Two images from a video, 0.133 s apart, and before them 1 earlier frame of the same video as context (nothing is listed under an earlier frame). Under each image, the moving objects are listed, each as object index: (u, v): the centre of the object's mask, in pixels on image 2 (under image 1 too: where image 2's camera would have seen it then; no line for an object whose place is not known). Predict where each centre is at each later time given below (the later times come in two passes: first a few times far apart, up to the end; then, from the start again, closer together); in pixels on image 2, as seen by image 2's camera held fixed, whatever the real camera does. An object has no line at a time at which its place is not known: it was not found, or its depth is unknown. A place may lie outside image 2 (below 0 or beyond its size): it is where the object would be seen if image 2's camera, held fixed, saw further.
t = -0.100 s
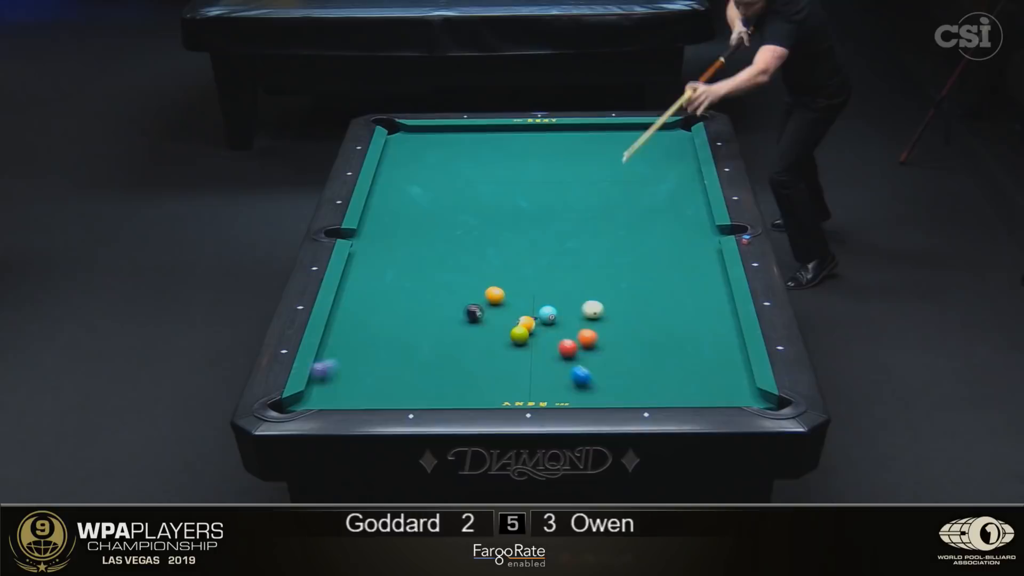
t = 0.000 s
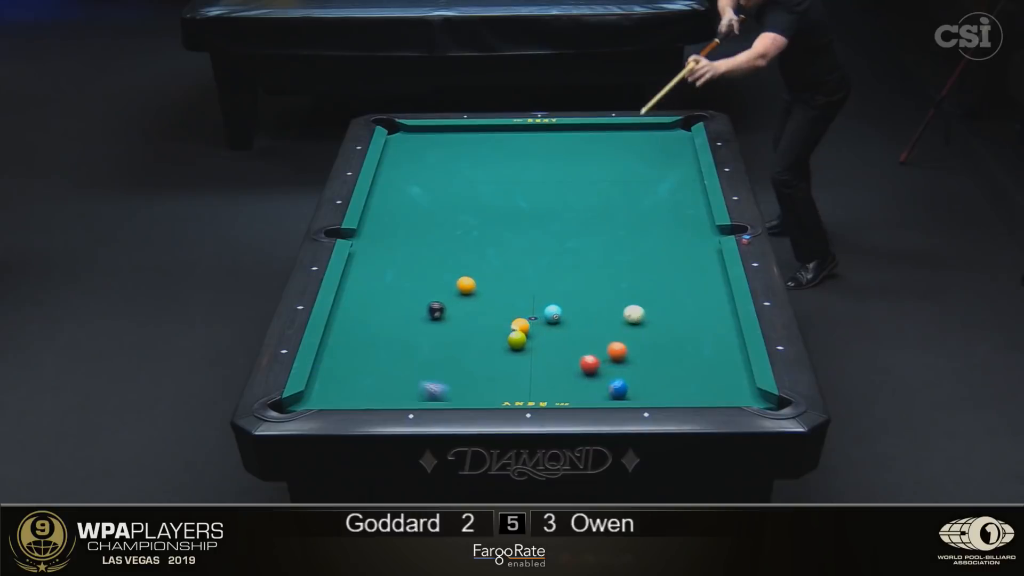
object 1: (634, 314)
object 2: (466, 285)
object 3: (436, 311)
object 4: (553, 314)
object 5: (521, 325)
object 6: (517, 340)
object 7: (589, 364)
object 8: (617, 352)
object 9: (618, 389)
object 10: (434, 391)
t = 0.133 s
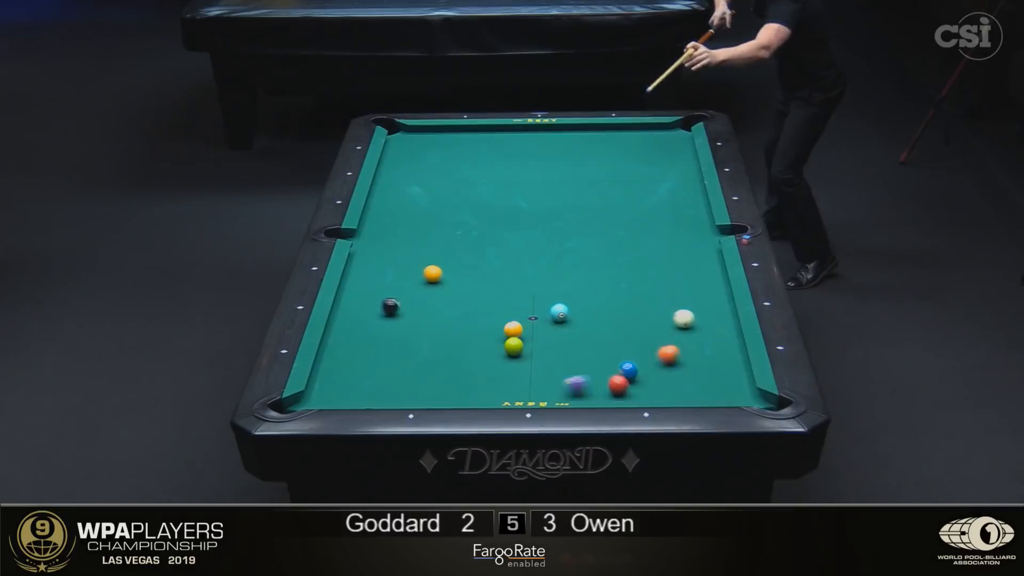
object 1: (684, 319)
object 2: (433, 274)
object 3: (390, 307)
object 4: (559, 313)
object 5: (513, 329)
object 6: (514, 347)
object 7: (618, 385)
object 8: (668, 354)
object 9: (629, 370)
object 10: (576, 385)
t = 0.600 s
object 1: (717, 276)
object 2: (381, 240)
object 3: (409, 285)
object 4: (579, 310)
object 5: (491, 340)
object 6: (503, 369)
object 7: (676, 369)
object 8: (637, 346)
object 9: (703, 316)
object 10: (722, 349)
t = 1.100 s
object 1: (681, 217)
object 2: (448, 216)
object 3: (497, 259)
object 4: (593, 307)
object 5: (471, 348)
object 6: (491, 391)
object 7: (720, 333)
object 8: (506, 364)
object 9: (719, 289)
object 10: (627, 289)
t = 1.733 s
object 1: (645, 159)
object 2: (519, 190)
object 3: (593, 231)
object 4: (604, 305)
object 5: (452, 357)
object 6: (482, 391)
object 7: (701, 300)
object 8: (341, 387)
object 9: (704, 263)
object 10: (535, 228)
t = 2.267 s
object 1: (624, 131)
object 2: (570, 171)
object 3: (662, 210)
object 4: (606, 305)
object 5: (442, 361)
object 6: (477, 382)
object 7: (674, 279)
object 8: (360, 396)
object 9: (690, 245)
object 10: (474, 187)
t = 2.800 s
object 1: (619, 150)
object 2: (609, 158)
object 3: (687, 195)
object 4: (606, 305)
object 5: (438, 363)
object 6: (474, 377)
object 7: (653, 261)
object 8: (405, 391)
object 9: (679, 231)
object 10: (423, 153)
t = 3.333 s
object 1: (642, 147)
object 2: (615, 170)
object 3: (656, 186)
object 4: (606, 305)
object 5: (438, 363)
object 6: (474, 375)
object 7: (635, 246)
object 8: (441, 385)
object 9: (670, 219)
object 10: (399, 128)
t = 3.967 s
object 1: (662, 144)
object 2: (613, 180)
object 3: (635, 178)
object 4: (606, 305)
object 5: (437, 363)
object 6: (481, 373)
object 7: (619, 233)
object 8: (463, 383)
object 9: (662, 208)
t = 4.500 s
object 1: (674, 143)
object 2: (598, 185)
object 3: (638, 175)
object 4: (606, 305)
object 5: (438, 363)
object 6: (487, 370)
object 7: (607, 224)
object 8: (467, 383)
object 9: (658, 203)
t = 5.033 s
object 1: (680, 142)
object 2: (587, 188)
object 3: (639, 175)
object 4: (606, 305)
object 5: (438, 363)
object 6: (489, 370)
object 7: (598, 218)
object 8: (467, 383)
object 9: (656, 199)
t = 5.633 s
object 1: (682, 142)
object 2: (580, 191)
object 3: (639, 175)
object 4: (606, 305)
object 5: (438, 363)
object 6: (489, 370)
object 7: (592, 213)
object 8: (467, 383)
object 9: (653, 197)
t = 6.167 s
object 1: (682, 142)
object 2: (579, 191)
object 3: (639, 175)
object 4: (606, 305)
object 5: (438, 363)
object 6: (489, 370)
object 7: (589, 212)
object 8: (467, 383)
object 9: (654, 197)
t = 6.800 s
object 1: (682, 142)
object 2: (579, 192)
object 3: (639, 175)
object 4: (606, 305)
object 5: (438, 363)
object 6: (489, 370)
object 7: (589, 211)
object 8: (467, 383)
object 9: (654, 197)
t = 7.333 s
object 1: (682, 142)
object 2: (578, 192)
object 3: (639, 175)
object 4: (606, 305)
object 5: (438, 363)
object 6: (489, 370)
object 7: (589, 211)
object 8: (467, 383)
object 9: (653, 197)
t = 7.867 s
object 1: (681, 142)
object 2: (578, 192)
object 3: (639, 175)
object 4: (606, 305)
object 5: (438, 363)
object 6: (489, 370)
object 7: (589, 211)
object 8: (467, 383)
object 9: (653, 197)
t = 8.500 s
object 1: (681, 142)
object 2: (578, 192)
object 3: (639, 175)
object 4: (606, 305)
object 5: (438, 363)
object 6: (489, 370)
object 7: (589, 211)
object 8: (467, 383)
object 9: (653, 197)
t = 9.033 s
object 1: (682, 142)
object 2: (578, 192)
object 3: (639, 175)
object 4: (606, 305)
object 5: (438, 363)
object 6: (489, 370)
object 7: (589, 211)
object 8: (467, 383)
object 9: (653, 197)
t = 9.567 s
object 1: (681, 142)
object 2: (578, 192)
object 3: (639, 175)
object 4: (606, 305)
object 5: (438, 363)
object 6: (489, 370)
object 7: (589, 211)
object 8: (467, 383)
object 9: (653, 197)
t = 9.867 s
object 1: (682, 142)
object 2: (579, 192)
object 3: (639, 175)
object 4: (606, 305)
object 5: (438, 363)
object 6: (489, 370)
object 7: (589, 211)
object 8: (467, 383)
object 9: (653, 197)
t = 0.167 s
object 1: (696, 320)
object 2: (424, 271)
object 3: (379, 306)
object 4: (561, 312)
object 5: (511, 330)
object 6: (513, 348)
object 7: (625, 390)
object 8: (686, 350)
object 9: (625, 371)
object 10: (607, 380)
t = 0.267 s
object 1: (730, 322)
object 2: (401, 263)
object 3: (346, 304)
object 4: (566, 312)
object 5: (506, 333)
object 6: (510, 353)
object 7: (643, 394)
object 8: (734, 342)
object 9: (665, 348)
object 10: (647, 382)
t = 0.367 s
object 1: (708, 318)
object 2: (378, 255)
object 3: (363, 298)
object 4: (570, 311)
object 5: (501, 335)
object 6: (508, 358)
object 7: (653, 388)
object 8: (701, 337)
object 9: (697, 325)
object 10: (680, 374)
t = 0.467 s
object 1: (715, 298)
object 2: (359, 247)
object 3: (383, 292)
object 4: (574, 310)
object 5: (497, 337)
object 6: (506, 363)
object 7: (663, 379)
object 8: (673, 341)
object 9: (699, 324)
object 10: (715, 364)
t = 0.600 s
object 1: (717, 276)
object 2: (381, 240)
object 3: (409, 285)
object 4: (579, 310)
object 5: (491, 340)
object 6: (503, 369)
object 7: (676, 369)
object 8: (637, 346)
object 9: (703, 316)
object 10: (722, 349)
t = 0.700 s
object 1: (709, 263)
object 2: (396, 235)
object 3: (428, 279)
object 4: (582, 309)
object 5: (487, 342)
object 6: (501, 374)
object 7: (685, 361)
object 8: (611, 349)
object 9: (707, 310)
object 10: (698, 335)
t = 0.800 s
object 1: (701, 251)
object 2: (409, 230)
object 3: (446, 274)
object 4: (585, 308)
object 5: (482, 344)
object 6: (498, 378)
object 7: (694, 354)
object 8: (585, 353)
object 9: (710, 305)
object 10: (679, 323)
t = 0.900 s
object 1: (694, 239)
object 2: (422, 225)
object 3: (463, 269)
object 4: (588, 308)
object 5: (478, 345)
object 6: (496, 383)
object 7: (703, 347)
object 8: (558, 357)
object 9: (713, 299)
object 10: (661, 311)
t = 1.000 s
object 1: (687, 228)
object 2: (435, 221)
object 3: (480, 264)
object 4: (591, 307)
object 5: (475, 347)
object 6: (494, 387)
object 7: (712, 340)
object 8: (532, 360)
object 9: (716, 294)
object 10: (643, 299)
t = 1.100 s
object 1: (681, 217)
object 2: (448, 216)
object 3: (497, 259)
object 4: (593, 307)
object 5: (471, 348)
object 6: (491, 391)
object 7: (720, 333)
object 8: (506, 364)
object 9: (719, 289)
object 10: (627, 289)
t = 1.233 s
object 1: (672, 203)
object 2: (464, 210)
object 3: (519, 253)
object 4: (596, 307)
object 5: (467, 350)
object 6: (488, 394)
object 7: (730, 324)
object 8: (470, 369)
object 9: (720, 283)
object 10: (606, 274)
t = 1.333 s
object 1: (666, 194)
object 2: (475, 206)
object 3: (534, 248)
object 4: (599, 306)
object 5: (463, 352)
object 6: (486, 396)
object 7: (725, 319)
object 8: (444, 373)
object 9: (717, 279)
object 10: (591, 264)
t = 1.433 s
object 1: (661, 184)
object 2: (487, 201)
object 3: (550, 243)
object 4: (600, 306)
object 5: (461, 353)
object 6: (485, 395)
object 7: (719, 314)
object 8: (418, 376)
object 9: (713, 275)
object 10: (576, 255)
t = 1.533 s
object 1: (655, 176)
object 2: (498, 197)
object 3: (565, 235)
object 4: (602, 305)
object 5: (458, 354)
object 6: (484, 393)
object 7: (712, 310)
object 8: (392, 380)
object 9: (710, 270)
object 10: (563, 246)
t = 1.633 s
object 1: (650, 167)
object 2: (509, 193)
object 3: (579, 235)
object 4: (603, 305)
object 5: (455, 355)
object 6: (483, 392)
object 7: (707, 305)
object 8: (366, 383)
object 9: (707, 267)
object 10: (549, 237)
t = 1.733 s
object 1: (645, 159)
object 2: (519, 190)
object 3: (593, 231)
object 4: (604, 305)
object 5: (452, 357)
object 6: (482, 391)
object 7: (701, 300)
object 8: (341, 387)
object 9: (704, 263)
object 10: (535, 228)
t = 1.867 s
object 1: (639, 148)
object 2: (532, 185)
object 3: (611, 225)
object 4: (605, 305)
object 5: (449, 358)
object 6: (480, 388)
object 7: (694, 295)
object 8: (317, 392)
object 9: (700, 258)
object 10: (519, 217)
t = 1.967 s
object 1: (634, 141)
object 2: (542, 181)
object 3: (625, 221)
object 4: (606, 305)
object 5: (447, 359)
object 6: (479, 387)
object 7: (689, 290)
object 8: (329, 394)
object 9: (698, 255)
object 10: (507, 209)
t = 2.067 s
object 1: (630, 133)
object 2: (552, 178)
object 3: (637, 218)
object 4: (606, 305)
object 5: (445, 360)
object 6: (478, 385)
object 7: (684, 286)
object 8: (340, 395)
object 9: (695, 251)
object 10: (496, 202)
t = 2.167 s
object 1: (626, 126)
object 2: (561, 174)
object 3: (650, 214)
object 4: (606, 305)
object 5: (444, 360)
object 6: (478, 384)
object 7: (679, 282)
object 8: (351, 396)
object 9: (693, 248)
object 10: (485, 194)
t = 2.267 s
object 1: (624, 131)
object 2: (570, 171)
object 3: (662, 210)
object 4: (606, 305)
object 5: (442, 361)
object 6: (477, 382)
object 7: (674, 279)
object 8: (360, 396)
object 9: (690, 245)
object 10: (474, 187)
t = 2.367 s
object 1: (622, 135)
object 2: (579, 168)
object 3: (674, 207)
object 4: (606, 305)
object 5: (441, 361)
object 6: (476, 381)
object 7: (670, 275)
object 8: (369, 395)
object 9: (688, 242)
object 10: (464, 181)
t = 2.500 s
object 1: (619, 141)
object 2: (590, 163)
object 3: (690, 202)
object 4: (606, 305)
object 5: (440, 362)
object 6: (476, 380)
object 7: (665, 271)
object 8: (381, 393)
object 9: (685, 238)
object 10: (451, 172)
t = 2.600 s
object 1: (618, 146)
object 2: (598, 160)
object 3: (700, 199)
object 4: (606, 305)
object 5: (439, 363)
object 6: (475, 379)
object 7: (661, 267)
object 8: (389, 393)
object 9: (683, 235)
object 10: (441, 166)
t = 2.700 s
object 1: (616, 150)
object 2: (606, 157)
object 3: (694, 197)
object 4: (606, 305)
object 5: (438, 363)
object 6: (474, 378)
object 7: (657, 264)
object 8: (397, 392)
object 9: (681, 233)
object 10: (432, 159)
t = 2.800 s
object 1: (619, 150)
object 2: (609, 158)
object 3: (687, 195)
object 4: (606, 305)
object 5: (438, 363)
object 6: (474, 377)
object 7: (653, 261)
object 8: (405, 391)
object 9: (679, 231)
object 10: (423, 153)
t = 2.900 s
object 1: (624, 150)
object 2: (610, 161)
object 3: (681, 193)
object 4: (606, 305)
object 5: (437, 363)
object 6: (473, 376)
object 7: (649, 258)
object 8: (412, 390)
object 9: (677, 228)
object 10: (414, 148)
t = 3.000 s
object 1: (629, 149)
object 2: (611, 163)
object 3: (675, 191)
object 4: (606, 305)
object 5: (437, 363)
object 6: (473, 376)
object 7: (646, 255)
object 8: (419, 389)
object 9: (676, 226)
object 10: (406, 142)
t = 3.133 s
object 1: (634, 148)
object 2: (612, 166)
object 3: (667, 189)
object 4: (606, 305)
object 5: (437, 363)
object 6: (473, 375)
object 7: (642, 252)
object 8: (428, 387)
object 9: (673, 223)
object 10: (395, 135)
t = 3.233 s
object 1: (638, 148)
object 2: (614, 168)
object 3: (661, 187)
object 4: (606, 305)
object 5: (438, 363)
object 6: (474, 375)
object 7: (639, 249)
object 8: (434, 386)
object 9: (672, 221)
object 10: (399, 131)
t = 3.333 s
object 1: (642, 147)
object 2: (615, 170)
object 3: (656, 186)
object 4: (606, 305)
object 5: (438, 363)
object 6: (474, 375)
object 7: (635, 246)
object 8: (441, 385)
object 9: (670, 219)
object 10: (399, 128)
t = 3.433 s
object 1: (646, 147)
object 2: (616, 172)
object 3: (651, 184)
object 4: (606, 305)
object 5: (438, 363)
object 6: (474, 375)
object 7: (632, 244)
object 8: (446, 384)
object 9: (669, 217)
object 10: (391, 128)
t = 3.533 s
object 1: (649, 146)
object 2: (617, 174)
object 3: (646, 183)
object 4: (606, 305)
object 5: (438, 363)
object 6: (474, 375)
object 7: (630, 242)
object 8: (452, 383)
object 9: (667, 215)
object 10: (386, 127)
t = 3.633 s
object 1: (653, 146)
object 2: (618, 175)
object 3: (641, 181)
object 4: (606, 305)
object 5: (437, 363)
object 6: (474, 375)
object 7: (627, 240)
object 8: (457, 382)
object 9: (666, 214)
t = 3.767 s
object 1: (657, 145)
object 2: (619, 178)
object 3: (635, 179)
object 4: (606, 305)
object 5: (438, 363)
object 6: (477, 374)
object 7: (624, 237)
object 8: (461, 382)
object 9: (664, 211)
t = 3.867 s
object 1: (660, 145)
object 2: (616, 179)
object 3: (635, 178)
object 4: (606, 305)
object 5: (438, 363)
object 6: (479, 373)
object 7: (621, 235)
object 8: (462, 382)
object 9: (663, 210)
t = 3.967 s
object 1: (662, 144)
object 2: (613, 180)
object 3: (635, 178)
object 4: (606, 305)
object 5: (437, 363)
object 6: (481, 373)
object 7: (619, 233)
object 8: (463, 383)
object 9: (662, 208)
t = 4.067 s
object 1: (665, 144)
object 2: (610, 181)
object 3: (636, 177)
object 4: (606, 305)
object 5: (438, 363)
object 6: (482, 372)
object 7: (616, 231)
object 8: (465, 383)
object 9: (661, 207)
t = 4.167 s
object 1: (667, 144)
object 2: (607, 182)
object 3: (636, 177)
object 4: (606, 305)
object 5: (438, 363)
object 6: (484, 372)
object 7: (614, 229)
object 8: (466, 383)
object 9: (660, 206)
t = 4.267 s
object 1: (669, 143)
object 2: (604, 183)
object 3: (637, 176)
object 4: (606, 305)
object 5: (438, 363)
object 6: (485, 371)
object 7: (612, 228)
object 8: (466, 383)
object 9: (659, 205)
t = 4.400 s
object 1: (672, 143)
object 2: (601, 184)
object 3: (637, 176)
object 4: (606, 305)
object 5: (438, 363)
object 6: (487, 371)
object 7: (609, 226)
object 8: (467, 383)
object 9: (658, 203)
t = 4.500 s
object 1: (674, 143)
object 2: (598, 185)
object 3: (638, 175)
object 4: (606, 305)
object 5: (438, 363)
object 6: (487, 370)
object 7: (607, 224)
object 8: (467, 383)
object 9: (658, 203)
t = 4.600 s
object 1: (675, 143)
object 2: (596, 185)
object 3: (638, 175)
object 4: (606, 305)
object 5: (438, 363)
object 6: (488, 370)
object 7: (605, 223)
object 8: (467, 383)
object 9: (657, 201)
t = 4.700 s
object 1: (677, 142)
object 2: (593, 186)
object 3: (638, 175)
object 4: (606, 305)
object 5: (438, 363)
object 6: (488, 370)
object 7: (604, 222)
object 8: (467, 383)
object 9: (657, 201)
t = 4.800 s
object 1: (678, 142)
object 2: (591, 187)
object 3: (639, 175)
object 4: (606, 305)
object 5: (438, 363)
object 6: (489, 370)
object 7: (602, 220)
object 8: (467, 383)
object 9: (656, 200)
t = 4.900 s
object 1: (679, 142)
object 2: (589, 187)
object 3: (639, 175)
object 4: (606, 305)
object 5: (438, 363)
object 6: (489, 370)
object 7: (600, 219)
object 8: (467, 383)
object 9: (656, 199)
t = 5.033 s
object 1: (680, 142)
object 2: (587, 188)
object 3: (639, 175)
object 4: (606, 305)
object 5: (438, 363)
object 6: (489, 370)
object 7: (598, 218)
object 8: (467, 383)
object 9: (656, 199)
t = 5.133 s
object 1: (681, 142)
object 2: (586, 189)
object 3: (639, 175)
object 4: (606, 305)
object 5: (438, 363)
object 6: (489, 370)
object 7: (597, 217)
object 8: (467, 383)
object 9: (655, 198)
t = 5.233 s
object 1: (681, 142)
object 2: (584, 189)
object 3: (639, 175)
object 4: (606, 305)
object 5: (438, 363)
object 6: (489, 370)
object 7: (596, 216)
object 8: (467, 383)
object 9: (655, 198)
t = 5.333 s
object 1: (681, 142)
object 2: (583, 190)
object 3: (639, 175)
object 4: (606, 305)
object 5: (438, 363)
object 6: (489, 370)
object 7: (595, 215)
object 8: (467, 383)
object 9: (654, 198)
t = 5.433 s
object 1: (682, 142)
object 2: (582, 190)
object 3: (639, 175)
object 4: (606, 305)
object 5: (438, 363)
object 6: (489, 370)
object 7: (594, 215)
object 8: (467, 383)
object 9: (654, 197)
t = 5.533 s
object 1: (682, 142)
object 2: (581, 190)
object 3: (639, 175)
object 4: (606, 305)
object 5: (438, 363)
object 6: (489, 370)
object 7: (592, 214)
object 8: (467, 383)
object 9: (653, 197)
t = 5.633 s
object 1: (682, 142)
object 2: (580, 191)
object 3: (639, 175)
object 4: (606, 305)
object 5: (438, 363)
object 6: (489, 370)
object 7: (592, 213)
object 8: (467, 383)
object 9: (653, 197)
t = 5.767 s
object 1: (682, 142)
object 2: (579, 191)
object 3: (639, 175)
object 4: (606, 305)
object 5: (438, 363)
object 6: (489, 370)
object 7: (591, 213)
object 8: (467, 383)
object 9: (653, 197)
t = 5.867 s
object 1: (682, 142)
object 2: (579, 191)
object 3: (639, 175)
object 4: (606, 305)
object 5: (438, 363)
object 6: (489, 370)
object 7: (590, 212)
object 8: (467, 383)
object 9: (653, 197)
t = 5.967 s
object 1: (682, 142)
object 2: (579, 191)
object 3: (639, 175)
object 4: (606, 305)
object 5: (438, 363)
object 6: (489, 370)
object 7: (589, 212)
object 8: (467, 383)
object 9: (654, 197)
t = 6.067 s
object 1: (682, 142)
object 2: (579, 191)
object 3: (639, 175)
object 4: (606, 305)
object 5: (438, 363)
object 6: (489, 370)
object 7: (589, 212)
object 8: (467, 383)
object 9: (654, 197)
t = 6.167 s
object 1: (682, 142)
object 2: (579, 191)
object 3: (639, 175)
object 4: (606, 305)
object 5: (438, 363)
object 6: (489, 370)
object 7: (589, 212)
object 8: (467, 383)
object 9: (654, 197)
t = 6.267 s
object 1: (682, 142)
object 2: (579, 192)
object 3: (639, 175)
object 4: (606, 305)
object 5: (438, 363)
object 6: (489, 370)
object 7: (589, 211)
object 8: (467, 383)
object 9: (654, 197)
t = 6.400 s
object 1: (682, 142)
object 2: (578, 192)
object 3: (639, 175)
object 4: (606, 305)
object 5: (438, 363)
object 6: (489, 370)
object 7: (589, 211)
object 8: (467, 383)
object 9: (654, 197)
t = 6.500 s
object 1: (682, 142)
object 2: (578, 192)
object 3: (639, 175)
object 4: (606, 305)
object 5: (438, 363)
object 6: (489, 370)
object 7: (589, 211)
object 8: (467, 383)
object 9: (654, 197)
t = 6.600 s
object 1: (682, 142)
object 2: (578, 192)
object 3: (639, 175)
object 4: (606, 305)
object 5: (438, 363)
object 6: (489, 370)
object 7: (589, 211)
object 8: (467, 383)
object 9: (654, 197)
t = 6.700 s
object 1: (682, 142)
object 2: (579, 192)
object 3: (639, 175)
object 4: (606, 305)
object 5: (438, 363)
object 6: (489, 370)
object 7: (589, 211)
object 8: (467, 383)
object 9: (654, 197)
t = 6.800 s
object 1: (682, 142)
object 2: (579, 192)
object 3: (639, 175)
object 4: (606, 305)
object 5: (438, 363)
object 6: (489, 370)
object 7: (589, 211)
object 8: (467, 383)
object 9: (654, 197)
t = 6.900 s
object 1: (682, 142)
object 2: (579, 192)
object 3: (639, 175)
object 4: (606, 305)
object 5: (438, 363)
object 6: (489, 370)
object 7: (589, 211)
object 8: (467, 383)
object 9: (654, 197)
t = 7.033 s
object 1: (681, 142)
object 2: (579, 192)
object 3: (639, 175)
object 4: (606, 305)
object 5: (438, 363)
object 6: (489, 370)
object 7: (589, 211)
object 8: (467, 383)
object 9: (653, 197)
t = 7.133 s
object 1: (682, 142)
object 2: (578, 192)
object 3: (639, 175)
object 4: (606, 305)
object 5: (438, 363)
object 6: (489, 370)
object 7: (589, 211)
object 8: (467, 383)
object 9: (654, 197)
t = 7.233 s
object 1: (682, 142)
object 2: (578, 192)
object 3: (639, 175)
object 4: (606, 305)
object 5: (438, 363)
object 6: (489, 370)
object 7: (589, 211)
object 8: (467, 383)
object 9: (653, 197)
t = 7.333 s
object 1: (682, 142)
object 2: (578, 192)
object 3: (639, 175)
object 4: (606, 305)
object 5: (438, 363)
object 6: (489, 370)
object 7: (589, 211)
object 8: (467, 383)
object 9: (653, 197)
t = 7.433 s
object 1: (682, 142)
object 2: (579, 192)
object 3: (639, 175)
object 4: (606, 305)
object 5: (438, 363)
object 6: (489, 370)
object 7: (589, 211)
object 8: (467, 383)
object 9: (653, 197)
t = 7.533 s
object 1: (682, 142)
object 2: (578, 192)
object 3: (639, 175)
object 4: (606, 305)
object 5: (438, 363)
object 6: (489, 370)
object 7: (589, 211)
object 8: (467, 383)
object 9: (654, 197)
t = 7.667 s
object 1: (682, 142)
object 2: (579, 192)
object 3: (639, 175)
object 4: (606, 305)
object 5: (438, 363)
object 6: (489, 370)
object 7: (589, 211)
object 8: (467, 383)
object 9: (653, 197)
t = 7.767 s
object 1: (682, 142)
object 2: (579, 192)
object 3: (639, 175)
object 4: (606, 305)
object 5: (438, 363)
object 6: (489, 370)
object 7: (589, 211)
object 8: (467, 383)
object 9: (653, 197)
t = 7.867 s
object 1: (681, 142)
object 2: (578, 192)
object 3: (639, 175)
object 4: (606, 305)
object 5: (438, 363)
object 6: (489, 370)
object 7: (589, 211)
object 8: (467, 383)
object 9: (653, 197)
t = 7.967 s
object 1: (682, 142)
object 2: (579, 192)
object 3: (639, 175)
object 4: (606, 305)
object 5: (438, 363)
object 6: (489, 370)
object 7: (589, 211)
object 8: (467, 383)
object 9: (653, 197)
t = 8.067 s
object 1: (682, 142)
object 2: (578, 192)
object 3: (639, 175)
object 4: (606, 305)
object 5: (438, 363)
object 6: (489, 370)
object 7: (589, 211)
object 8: (467, 383)
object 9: (653, 197)
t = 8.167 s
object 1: (682, 142)
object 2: (578, 192)
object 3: (639, 175)
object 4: (606, 305)
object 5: (438, 363)
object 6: (489, 370)
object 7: (589, 211)
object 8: (467, 383)
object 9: (653, 197)
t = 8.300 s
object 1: (681, 142)
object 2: (578, 192)
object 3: (639, 175)
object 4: (606, 305)
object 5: (438, 363)
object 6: (489, 370)
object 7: (589, 211)
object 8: (467, 383)
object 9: (653, 197)
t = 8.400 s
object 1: (681, 142)
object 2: (578, 192)
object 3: (639, 175)
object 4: (606, 305)
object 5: (438, 363)
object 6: (489, 370)
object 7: (589, 211)
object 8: (467, 383)
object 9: (653, 197)
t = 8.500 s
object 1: (681, 142)
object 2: (578, 192)
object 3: (639, 175)
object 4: (606, 305)
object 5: (438, 363)
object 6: (489, 370)
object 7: (589, 211)
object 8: (467, 383)
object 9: (653, 197)
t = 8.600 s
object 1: (681, 142)
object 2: (578, 192)
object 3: (639, 175)
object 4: (606, 305)
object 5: (438, 363)
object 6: (489, 370)
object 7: (589, 211)
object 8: (467, 383)
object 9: (654, 197)
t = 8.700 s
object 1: (681, 142)
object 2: (578, 192)
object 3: (639, 175)
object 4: (606, 305)
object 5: (438, 363)
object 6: (489, 370)
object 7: (589, 211)
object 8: (467, 383)
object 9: (653, 197)
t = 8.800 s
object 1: (681, 142)
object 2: (578, 192)
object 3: (639, 175)
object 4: (606, 305)
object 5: (438, 363)
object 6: (489, 370)
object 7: (589, 211)
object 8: (467, 383)
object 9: (653, 197)
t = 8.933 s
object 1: (681, 142)
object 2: (578, 192)
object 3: (639, 175)
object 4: (606, 305)
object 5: (438, 363)
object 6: (489, 370)
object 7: (589, 211)
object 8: (467, 383)
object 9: (653, 197)
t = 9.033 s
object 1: (682, 142)
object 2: (578, 192)
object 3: (639, 175)
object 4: (606, 305)
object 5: (438, 363)
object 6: (489, 370)
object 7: (589, 211)
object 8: (467, 383)
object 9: (653, 197)
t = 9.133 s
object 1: (682, 142)
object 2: (578, 192)
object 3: (639, 175)
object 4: (606, 305)
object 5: (438, 363)
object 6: (489, 370)
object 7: (589, 211)
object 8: (467, 383)
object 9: (653, 197)
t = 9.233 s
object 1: (681, 142)
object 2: (578, 192)
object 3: (639, 175)
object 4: (606, 305)
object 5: (438, 363)
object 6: (489, 370)
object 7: (589, 211)
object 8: (467, 383)
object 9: (653, 197)
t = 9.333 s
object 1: (681, 142)
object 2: (578, 192)
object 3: (639, 175)
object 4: (606, 305)
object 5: (438, 363)
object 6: (489, 370)
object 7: (589, 211)
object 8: (467, 383)
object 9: (653, 197)
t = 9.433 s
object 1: (681, 142)
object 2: (578, 192)
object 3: (639, 175)
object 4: (606, 305)
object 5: (438, 363)
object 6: (489, 370)
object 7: (589, 211)
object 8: (467, 383)
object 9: (653, 197)
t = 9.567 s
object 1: (681, 142)
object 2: (578, 192)
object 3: (639, 175)
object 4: (606, 305)
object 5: (438, 363)
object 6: (489, 370)
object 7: (589, 211)
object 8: (467, 383)
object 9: (653, 197)
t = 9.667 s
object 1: (682, 142)
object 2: (578, 192)
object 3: (639, 175)
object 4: (606, 305)
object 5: (438, 363)
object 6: (489, 370)
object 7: (589, 211)
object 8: (467, 383)
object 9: (653, 197)
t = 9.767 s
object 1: (681, 142)
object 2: (578, 192)
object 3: (639, 175)
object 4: (606, 305)
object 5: (438, 363)
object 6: (489, 370)
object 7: (589, 211)
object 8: (467, 383)
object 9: (653, 197)
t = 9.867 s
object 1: (682, 142)
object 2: (579, 192)
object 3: (639, 175)
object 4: (606, 305)
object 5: (438, 363)
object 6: (489, 370)
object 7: (589, 211)
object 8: (467, 383)
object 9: (653, 197)
